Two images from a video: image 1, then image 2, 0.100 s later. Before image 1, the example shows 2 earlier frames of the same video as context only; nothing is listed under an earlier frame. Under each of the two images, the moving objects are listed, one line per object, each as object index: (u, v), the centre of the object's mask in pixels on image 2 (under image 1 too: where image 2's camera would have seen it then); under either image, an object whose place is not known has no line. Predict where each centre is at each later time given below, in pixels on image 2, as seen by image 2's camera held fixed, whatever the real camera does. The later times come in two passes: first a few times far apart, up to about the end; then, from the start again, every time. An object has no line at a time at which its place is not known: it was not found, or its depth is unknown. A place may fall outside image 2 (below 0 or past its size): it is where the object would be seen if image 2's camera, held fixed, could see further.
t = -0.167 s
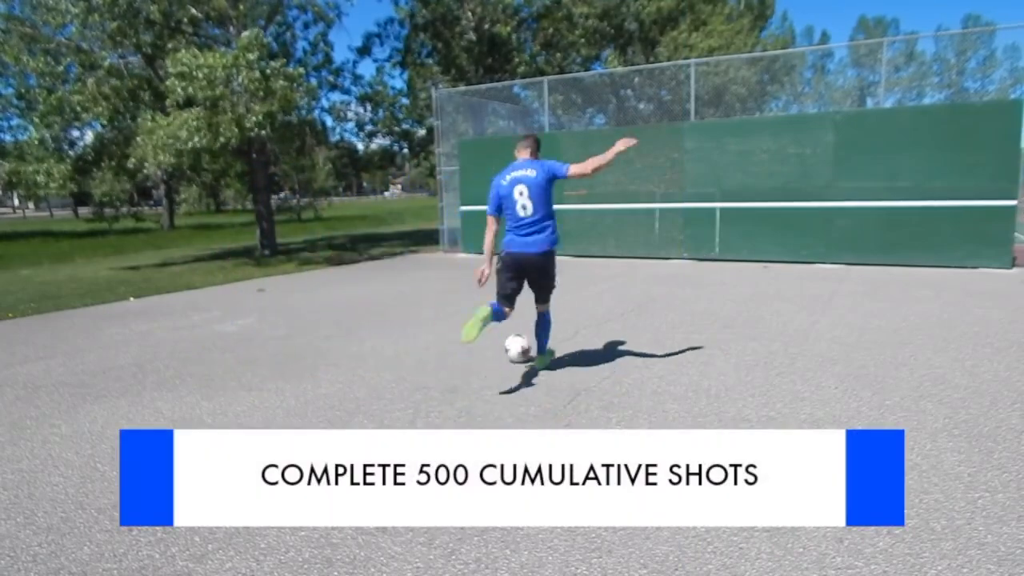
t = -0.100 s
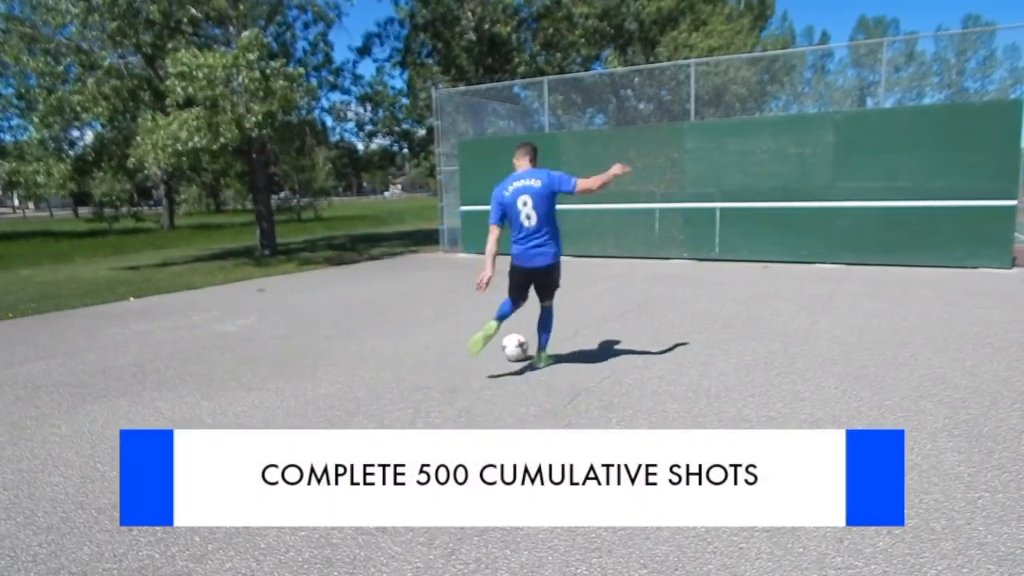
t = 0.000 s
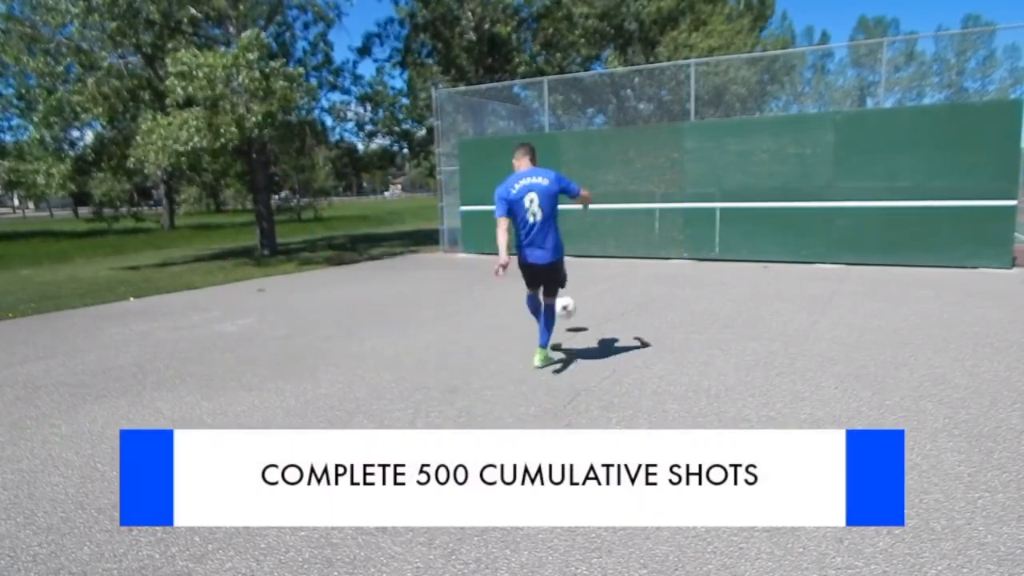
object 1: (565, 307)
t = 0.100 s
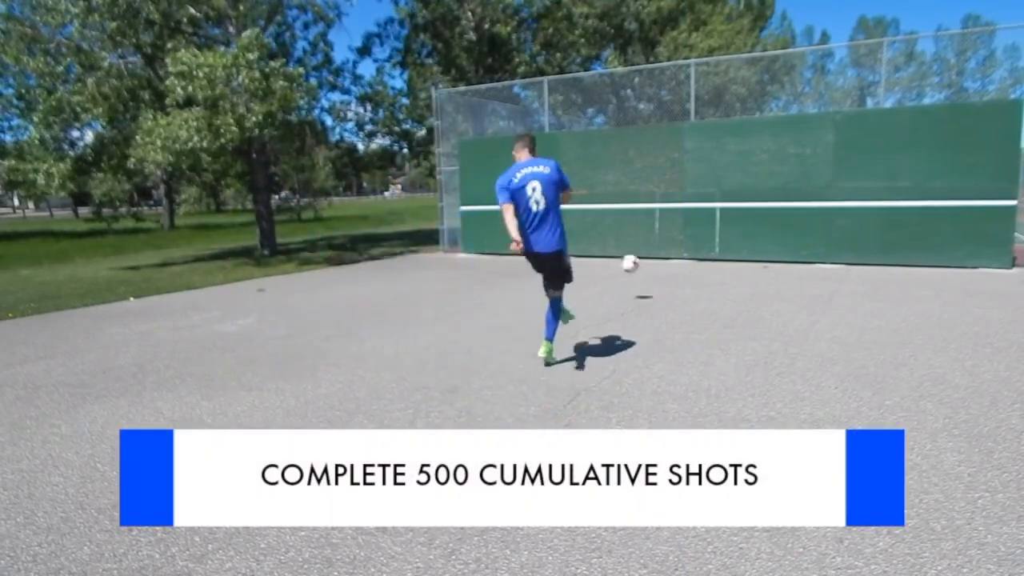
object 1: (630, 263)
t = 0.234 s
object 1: (685, 236)
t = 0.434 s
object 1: (696, 239)
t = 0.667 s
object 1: (643, 267)
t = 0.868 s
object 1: (598, 265)
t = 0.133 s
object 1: (646, 254)
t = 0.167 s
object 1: (660, 246)
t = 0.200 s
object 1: (673, 240)
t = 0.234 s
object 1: (685, 236)
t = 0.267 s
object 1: (695, 233)
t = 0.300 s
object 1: (705, 230)
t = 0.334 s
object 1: (714, 229)
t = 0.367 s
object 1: (709, 231)
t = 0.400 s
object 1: (703, 235)
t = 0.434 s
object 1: (696, 239)
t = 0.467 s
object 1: (689, 245)
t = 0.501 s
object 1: (681, 251)
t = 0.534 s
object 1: (673, 259)
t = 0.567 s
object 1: (665, 269)
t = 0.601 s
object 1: (656, 275)
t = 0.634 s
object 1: (651, 270)
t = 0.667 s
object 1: (643, 267)
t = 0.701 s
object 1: (637, 264)
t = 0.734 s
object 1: (630, 263)
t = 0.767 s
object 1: (622, 262)
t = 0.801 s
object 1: (615, 262)
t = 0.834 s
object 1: (607, 263)
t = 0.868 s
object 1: (598, 265)
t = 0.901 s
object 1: (590, 269)
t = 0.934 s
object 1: (580, 273)
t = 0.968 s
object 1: (571, 279)
